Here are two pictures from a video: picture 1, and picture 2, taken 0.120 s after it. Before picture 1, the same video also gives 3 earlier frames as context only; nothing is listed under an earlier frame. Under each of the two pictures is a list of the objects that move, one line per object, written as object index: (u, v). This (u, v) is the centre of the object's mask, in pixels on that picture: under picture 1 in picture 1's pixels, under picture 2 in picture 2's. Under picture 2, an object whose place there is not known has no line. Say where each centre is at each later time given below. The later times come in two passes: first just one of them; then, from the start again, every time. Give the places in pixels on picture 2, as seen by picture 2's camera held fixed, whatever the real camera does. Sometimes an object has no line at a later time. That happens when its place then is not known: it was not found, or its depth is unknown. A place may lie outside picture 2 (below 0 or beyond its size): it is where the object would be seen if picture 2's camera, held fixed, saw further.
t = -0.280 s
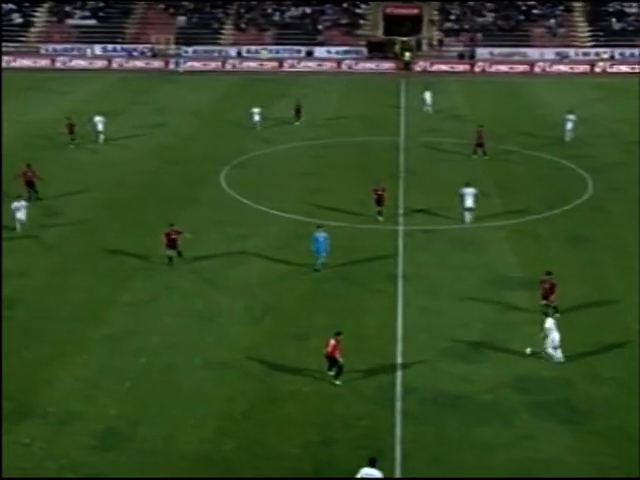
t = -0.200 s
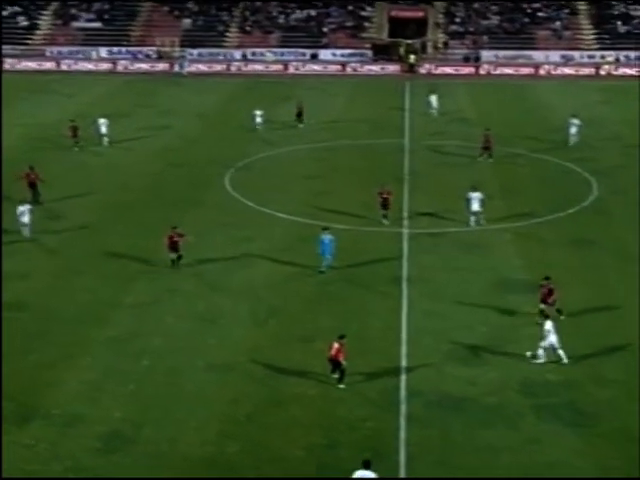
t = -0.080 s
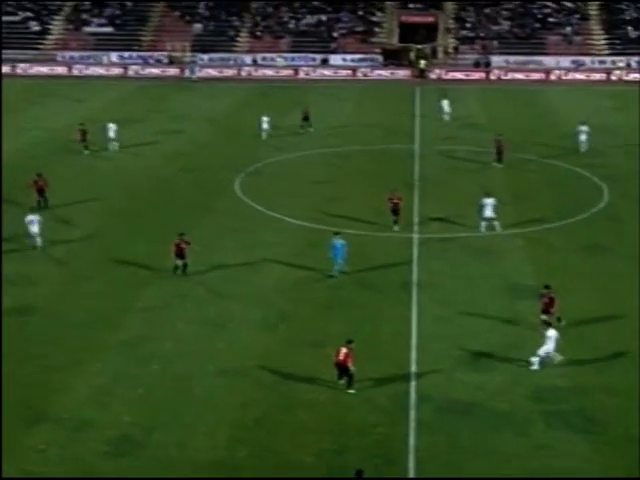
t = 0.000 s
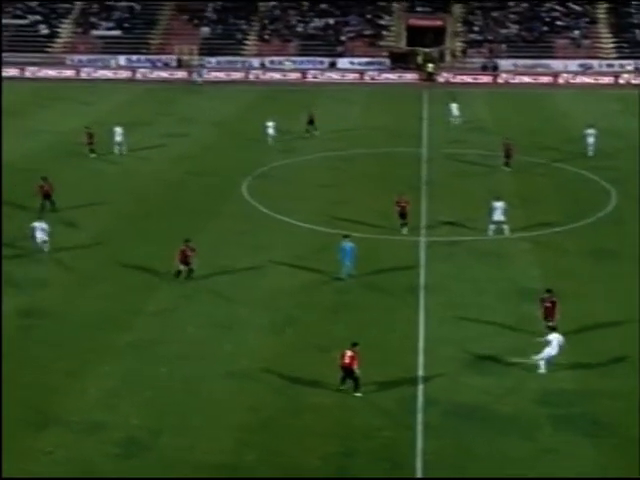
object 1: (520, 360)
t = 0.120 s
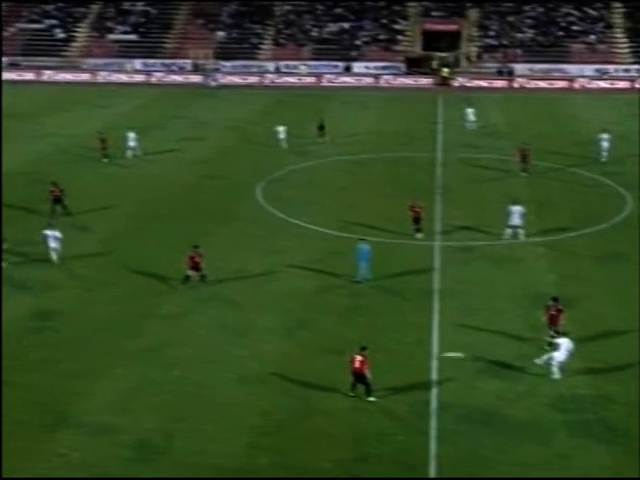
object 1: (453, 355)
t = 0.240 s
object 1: (375, 350)
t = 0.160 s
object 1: (425, 353)
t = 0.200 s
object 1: (400, 352)
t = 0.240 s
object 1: (375, 350)
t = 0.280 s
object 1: (346, 350)
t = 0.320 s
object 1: (326, 348)
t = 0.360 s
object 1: (306, 345)
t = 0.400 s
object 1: (284, 342)
